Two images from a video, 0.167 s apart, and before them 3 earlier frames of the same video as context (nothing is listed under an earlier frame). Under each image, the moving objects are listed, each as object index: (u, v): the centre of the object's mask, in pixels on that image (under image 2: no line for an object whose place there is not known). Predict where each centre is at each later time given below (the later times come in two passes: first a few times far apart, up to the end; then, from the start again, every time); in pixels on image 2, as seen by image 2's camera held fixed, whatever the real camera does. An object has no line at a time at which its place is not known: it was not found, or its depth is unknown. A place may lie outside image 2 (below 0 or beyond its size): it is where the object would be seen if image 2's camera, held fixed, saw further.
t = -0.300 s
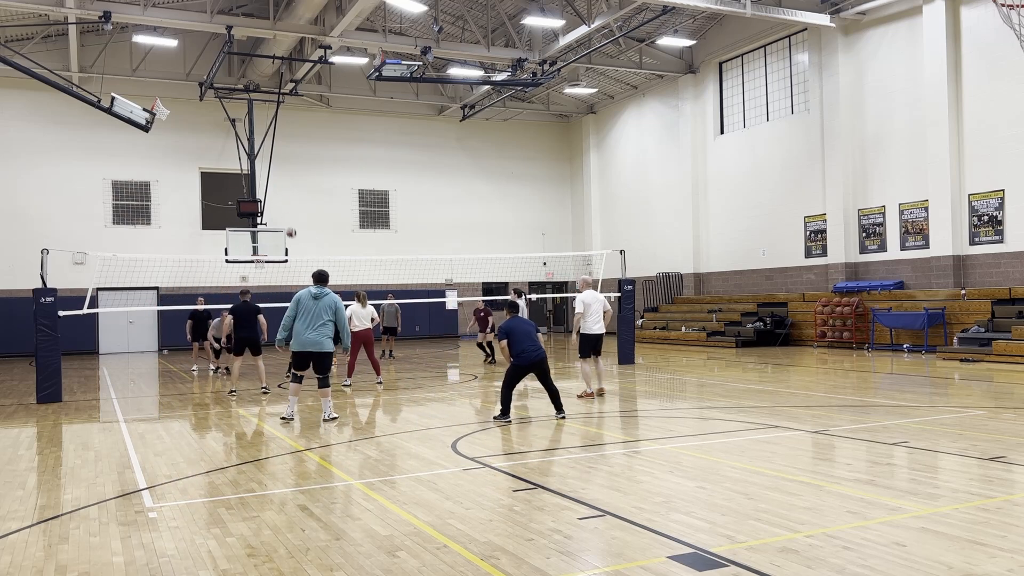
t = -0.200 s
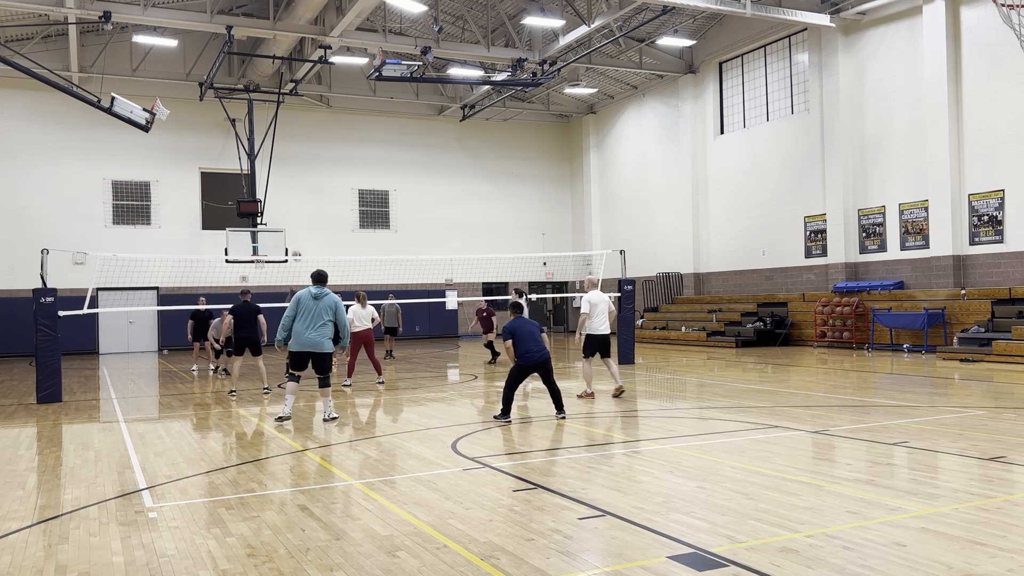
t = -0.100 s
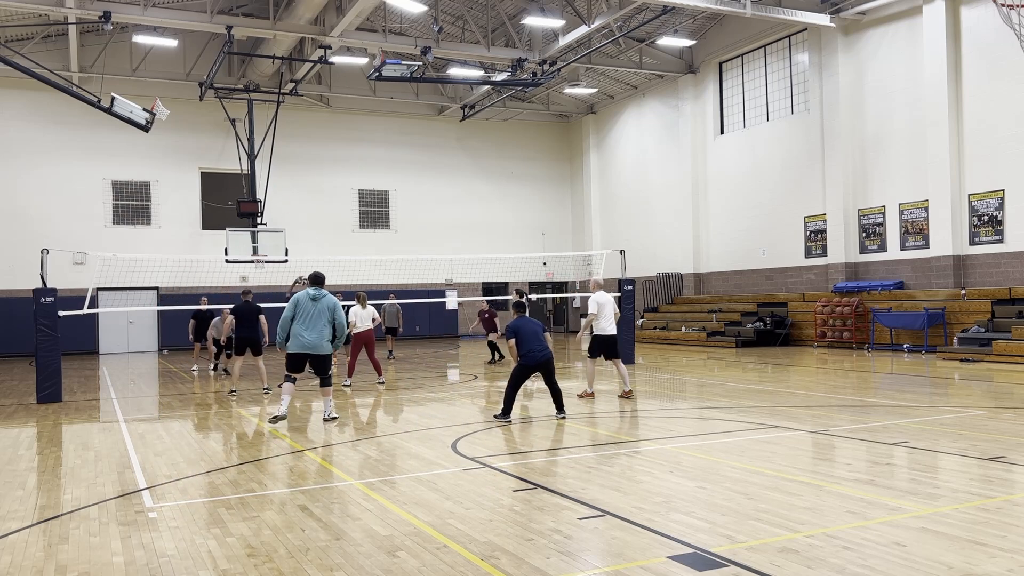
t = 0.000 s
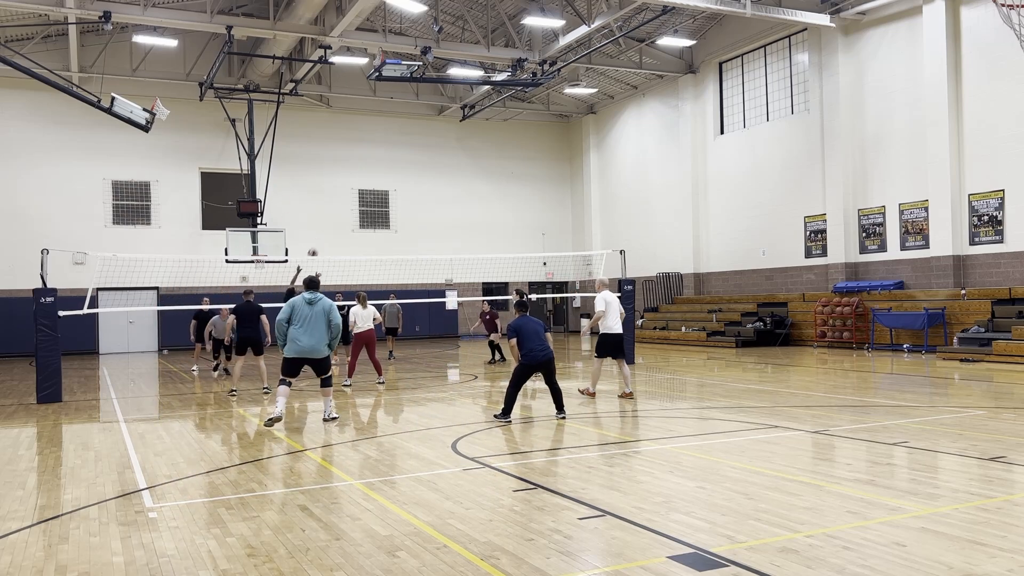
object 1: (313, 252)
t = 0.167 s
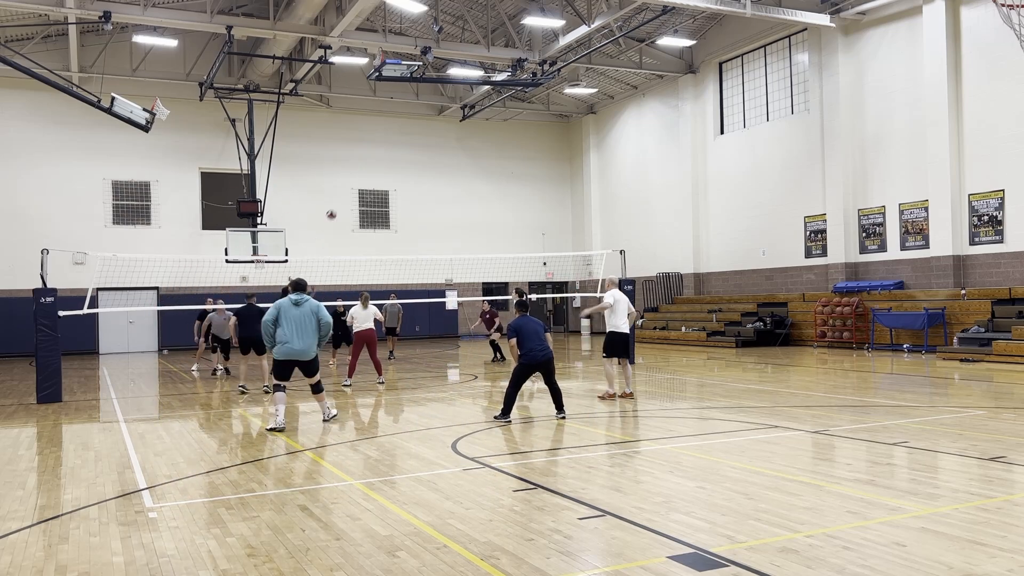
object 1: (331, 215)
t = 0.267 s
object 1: (342, 198)
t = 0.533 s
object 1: (370, 177)
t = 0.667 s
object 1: (383, 180)
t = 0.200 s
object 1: (335, 208)
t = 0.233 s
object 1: (338, 203)
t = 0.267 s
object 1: (342, 198)
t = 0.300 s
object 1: (346, 193)
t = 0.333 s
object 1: (349, 190)
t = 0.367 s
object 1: (353, 186)
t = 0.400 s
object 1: (356, 183)
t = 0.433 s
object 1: (359, 181)
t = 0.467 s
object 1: (363, 179)
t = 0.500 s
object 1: (366, 178)
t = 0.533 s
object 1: (370, 177)
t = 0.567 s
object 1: (373, 177)
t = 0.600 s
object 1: (377, 178)
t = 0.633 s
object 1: (380, 178)
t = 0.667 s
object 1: (383, 180)
